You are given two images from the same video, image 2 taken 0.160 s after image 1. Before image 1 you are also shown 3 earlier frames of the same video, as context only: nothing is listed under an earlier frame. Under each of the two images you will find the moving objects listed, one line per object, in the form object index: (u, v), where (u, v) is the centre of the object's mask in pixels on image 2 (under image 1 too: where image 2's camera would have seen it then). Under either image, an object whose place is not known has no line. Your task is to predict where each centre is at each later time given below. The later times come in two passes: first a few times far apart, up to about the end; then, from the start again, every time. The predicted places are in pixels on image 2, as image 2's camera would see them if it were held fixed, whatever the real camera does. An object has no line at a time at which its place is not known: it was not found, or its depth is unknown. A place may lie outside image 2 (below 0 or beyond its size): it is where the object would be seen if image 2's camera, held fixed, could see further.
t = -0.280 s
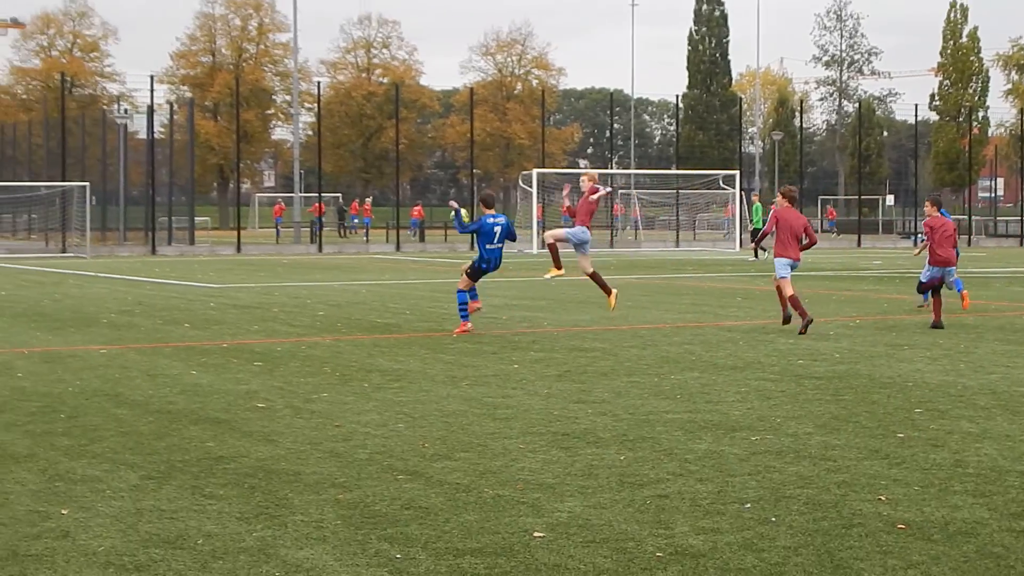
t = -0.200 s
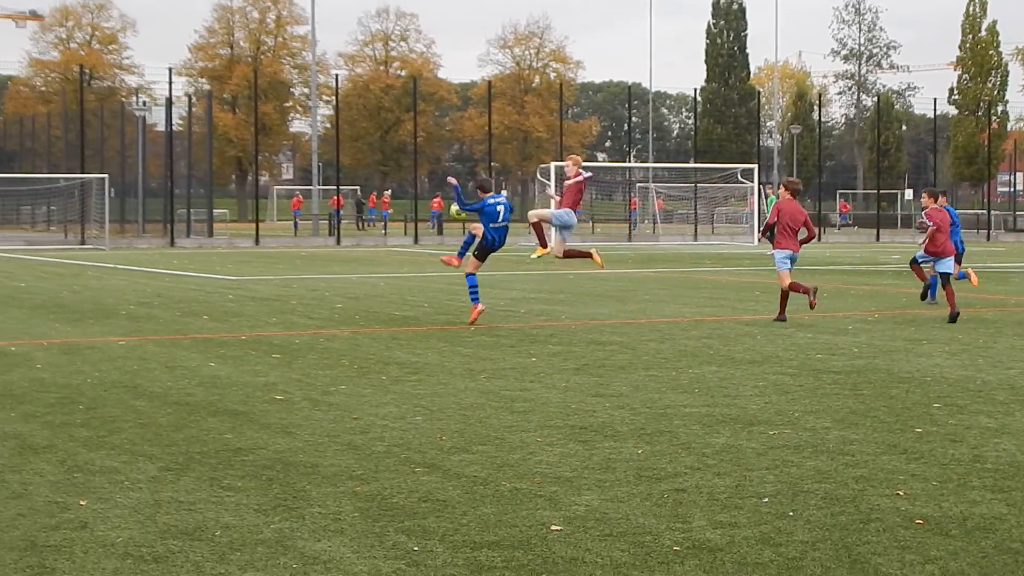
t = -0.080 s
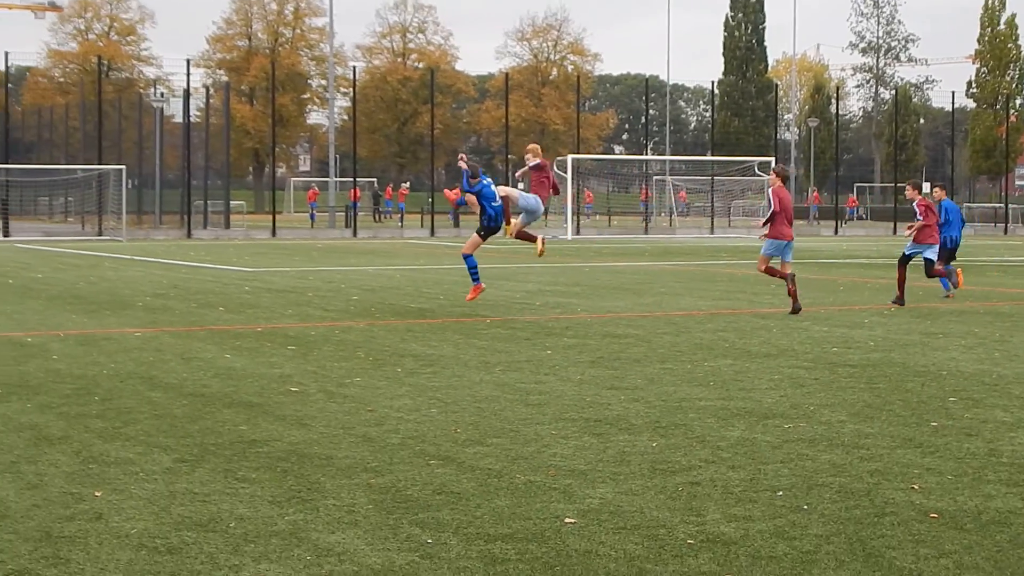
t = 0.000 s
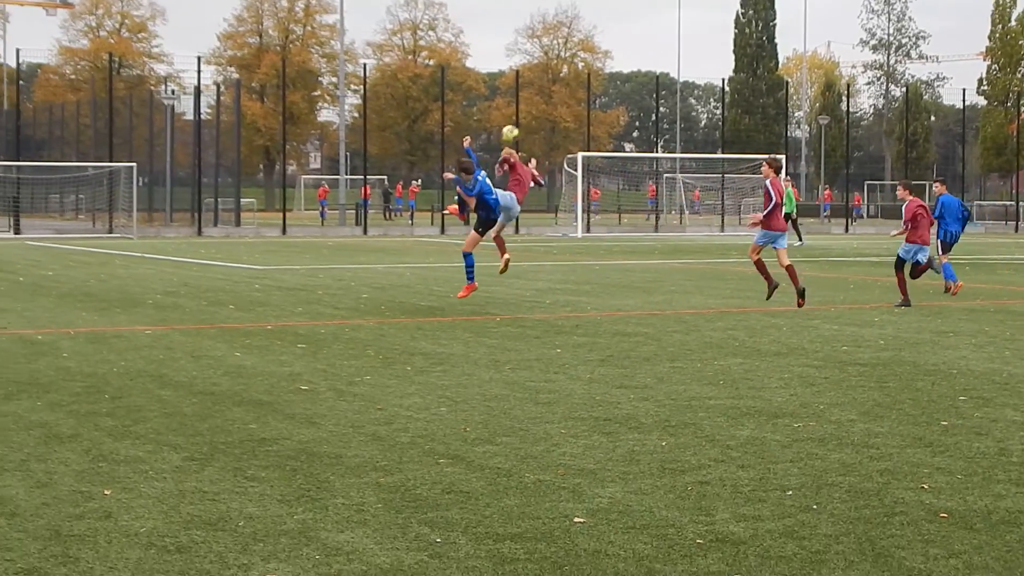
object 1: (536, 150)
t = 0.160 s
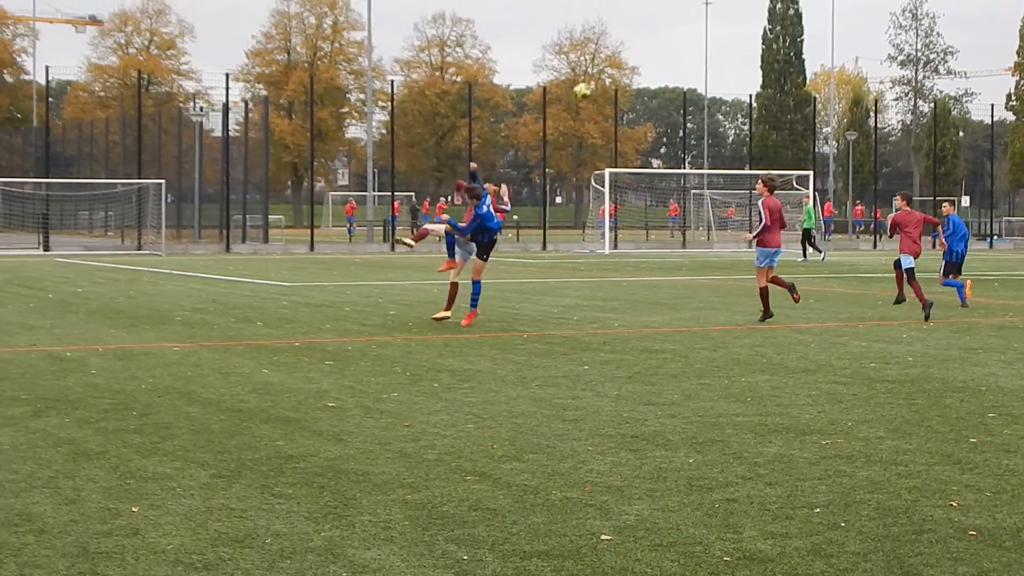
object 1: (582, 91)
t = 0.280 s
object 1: (613, 64)
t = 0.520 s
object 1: (668, 44)
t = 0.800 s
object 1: (720, 70)
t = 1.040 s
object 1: (760, 125)
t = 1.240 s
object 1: (789, 194)
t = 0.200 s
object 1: (592, 81)
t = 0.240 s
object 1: (603, 72)
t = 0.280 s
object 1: (613, 64)
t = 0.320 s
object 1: (623, 58)
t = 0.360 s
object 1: (634, 53)
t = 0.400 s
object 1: (642, 48)
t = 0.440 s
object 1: (651, 46)
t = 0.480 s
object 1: (659, 45)
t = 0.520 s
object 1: (668, 44)
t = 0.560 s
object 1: (676, 45)
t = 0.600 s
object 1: (683, 47)
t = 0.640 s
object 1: (690, 49)
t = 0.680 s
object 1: (698, 53)
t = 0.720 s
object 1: (706, 58)
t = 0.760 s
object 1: (713, 64)
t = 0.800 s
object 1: (720, 70)
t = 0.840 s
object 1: (727, 78)
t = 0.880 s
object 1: (733, 86)
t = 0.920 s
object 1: (739, 96)
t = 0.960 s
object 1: (747, 105)
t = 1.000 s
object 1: (753, 115)
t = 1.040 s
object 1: (760, 125)
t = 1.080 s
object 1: (766, 138)
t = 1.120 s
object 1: (772, 151)
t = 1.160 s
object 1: (778, 165)
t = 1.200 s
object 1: (783, 179)
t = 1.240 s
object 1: (789, 194)
